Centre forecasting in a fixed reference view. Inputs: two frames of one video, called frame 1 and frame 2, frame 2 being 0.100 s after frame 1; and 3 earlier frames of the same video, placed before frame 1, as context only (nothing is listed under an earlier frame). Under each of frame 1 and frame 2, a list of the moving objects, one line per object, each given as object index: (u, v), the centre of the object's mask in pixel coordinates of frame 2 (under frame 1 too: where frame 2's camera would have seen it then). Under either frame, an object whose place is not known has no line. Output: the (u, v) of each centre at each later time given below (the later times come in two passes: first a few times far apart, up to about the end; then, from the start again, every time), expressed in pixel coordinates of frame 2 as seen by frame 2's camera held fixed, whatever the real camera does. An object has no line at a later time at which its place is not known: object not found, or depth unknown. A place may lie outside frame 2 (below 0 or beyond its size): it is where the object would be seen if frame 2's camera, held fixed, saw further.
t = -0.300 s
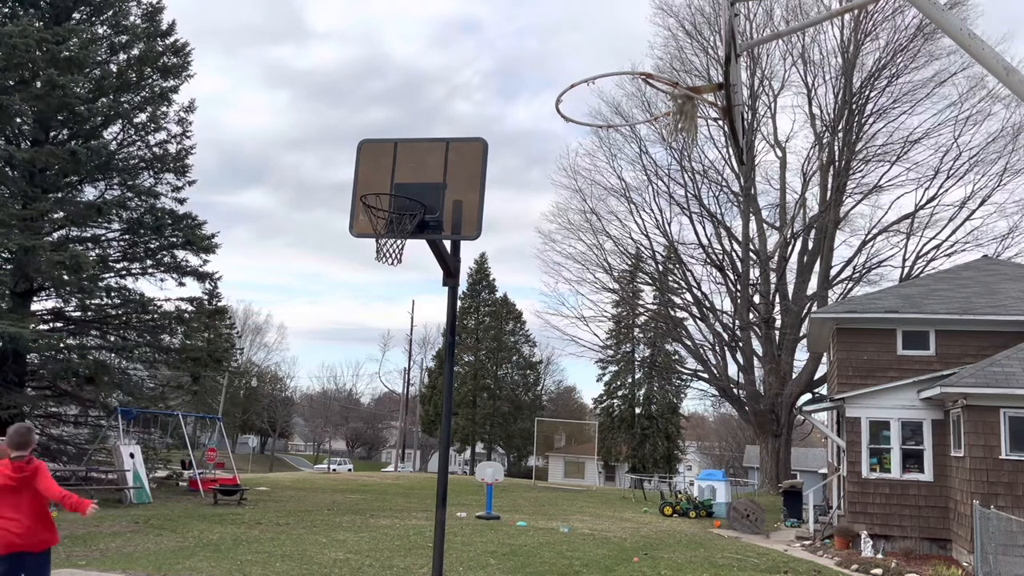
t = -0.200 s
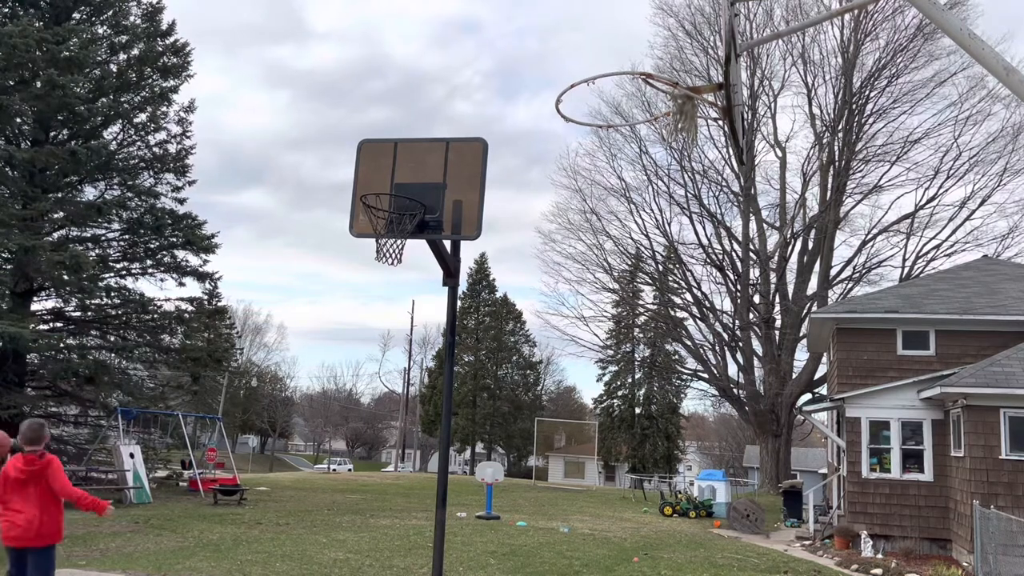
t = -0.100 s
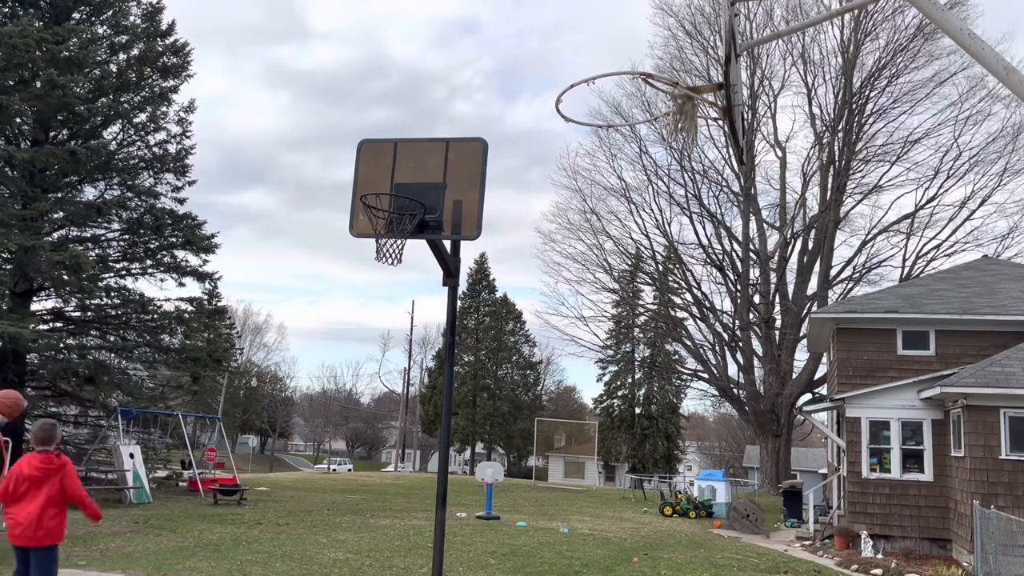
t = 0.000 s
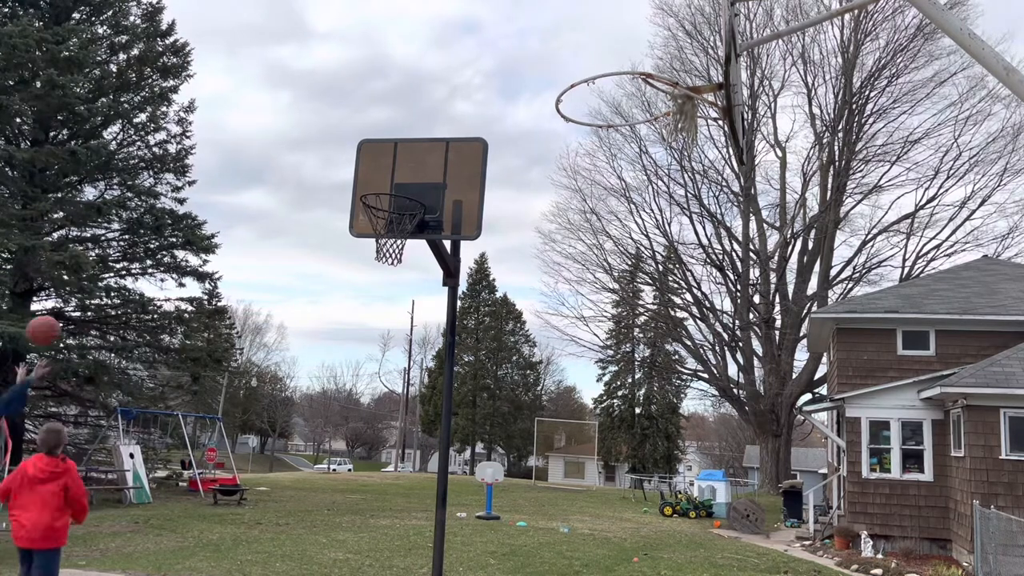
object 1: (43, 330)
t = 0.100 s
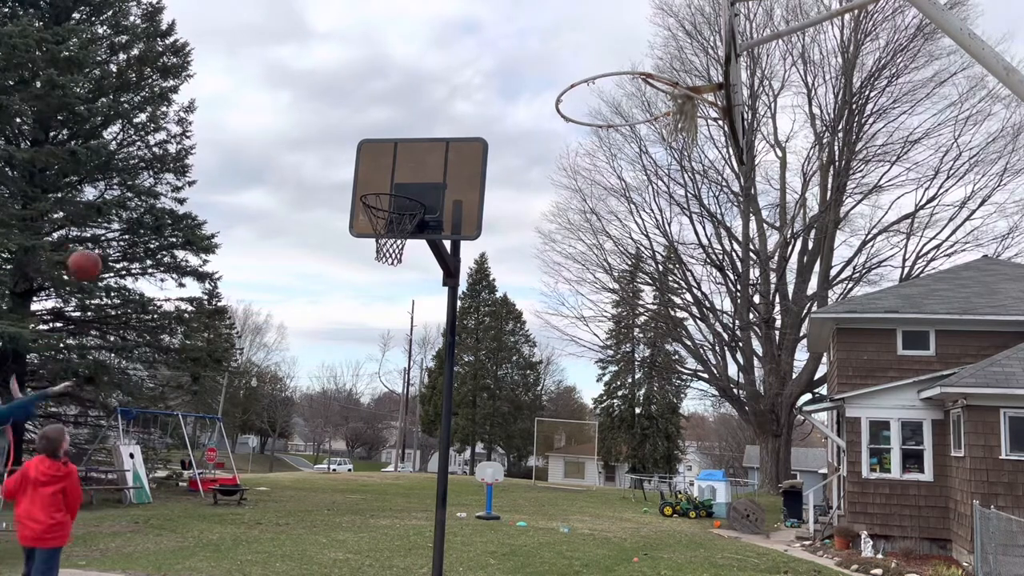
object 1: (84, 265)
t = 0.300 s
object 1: (161, 169)
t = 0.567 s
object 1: (257, 116)
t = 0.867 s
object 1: (361, 165)
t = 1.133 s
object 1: (393, 178)
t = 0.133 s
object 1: (98, 245)
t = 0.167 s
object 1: (111, 227)
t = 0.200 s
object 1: (124, 210)
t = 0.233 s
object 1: (136, 195)
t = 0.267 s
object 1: (149, 181)
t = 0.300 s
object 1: (161, 169)
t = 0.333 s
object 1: (174, 158)
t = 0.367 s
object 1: (186, 148)
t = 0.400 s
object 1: (198, 139)
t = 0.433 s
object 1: (210, 132)
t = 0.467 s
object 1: (222, 126)
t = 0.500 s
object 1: (234, 121)
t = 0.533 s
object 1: (245, 118)
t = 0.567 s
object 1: (257, 116)
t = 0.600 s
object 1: (269, 116)
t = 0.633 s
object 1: (280, 117)
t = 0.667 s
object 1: (292, 119)
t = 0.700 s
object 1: (303, 123)
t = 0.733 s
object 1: (315, 129)
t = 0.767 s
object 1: (326, 135)
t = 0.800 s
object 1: (338, 144)
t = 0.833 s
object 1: (350, 154)
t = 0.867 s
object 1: (361, 165)
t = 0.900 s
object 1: (373, 178)
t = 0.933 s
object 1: (375, 174)
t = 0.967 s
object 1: (379, 171)
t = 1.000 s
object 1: (382, 170)
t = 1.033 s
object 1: (385, 170)
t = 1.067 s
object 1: (388, 171)
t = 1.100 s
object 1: (391, 174)
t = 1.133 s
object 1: (393, 178)
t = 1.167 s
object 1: (396, 185)
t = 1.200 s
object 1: (399, 193)
